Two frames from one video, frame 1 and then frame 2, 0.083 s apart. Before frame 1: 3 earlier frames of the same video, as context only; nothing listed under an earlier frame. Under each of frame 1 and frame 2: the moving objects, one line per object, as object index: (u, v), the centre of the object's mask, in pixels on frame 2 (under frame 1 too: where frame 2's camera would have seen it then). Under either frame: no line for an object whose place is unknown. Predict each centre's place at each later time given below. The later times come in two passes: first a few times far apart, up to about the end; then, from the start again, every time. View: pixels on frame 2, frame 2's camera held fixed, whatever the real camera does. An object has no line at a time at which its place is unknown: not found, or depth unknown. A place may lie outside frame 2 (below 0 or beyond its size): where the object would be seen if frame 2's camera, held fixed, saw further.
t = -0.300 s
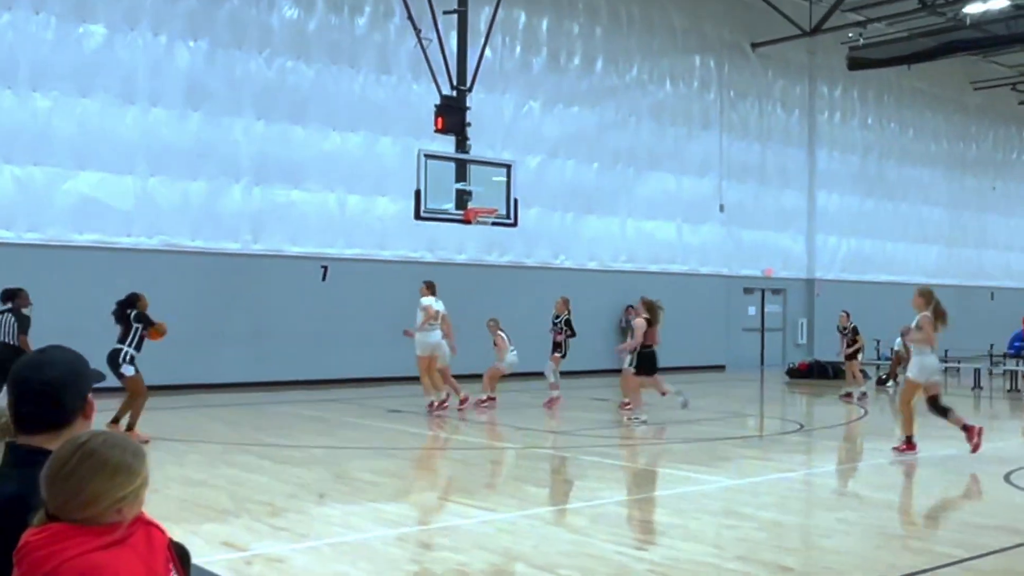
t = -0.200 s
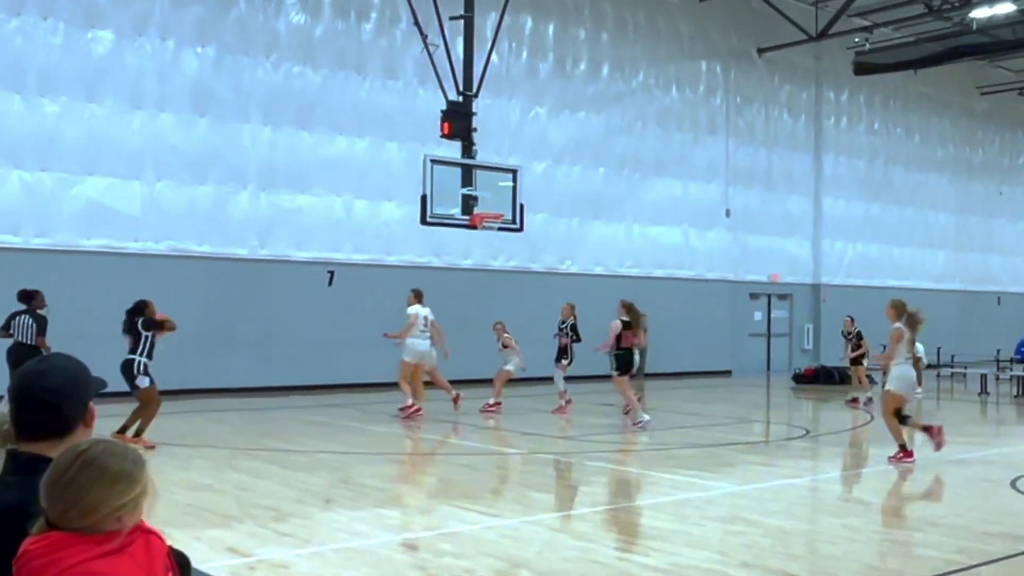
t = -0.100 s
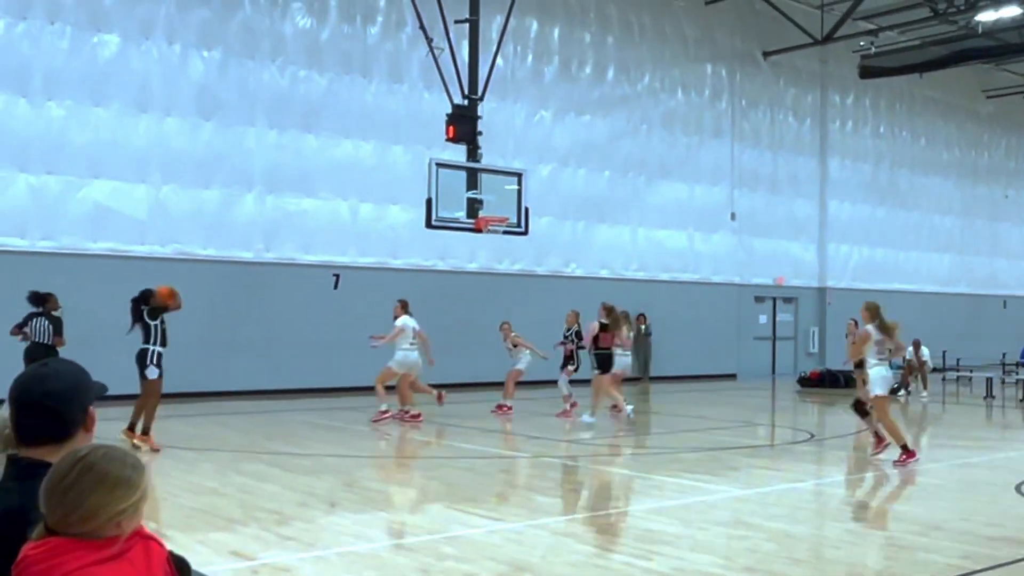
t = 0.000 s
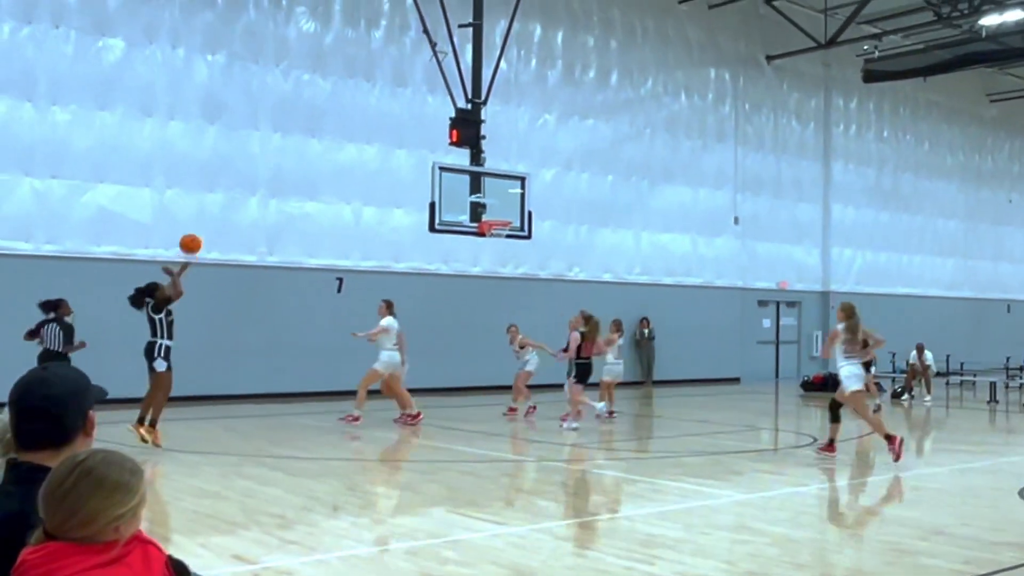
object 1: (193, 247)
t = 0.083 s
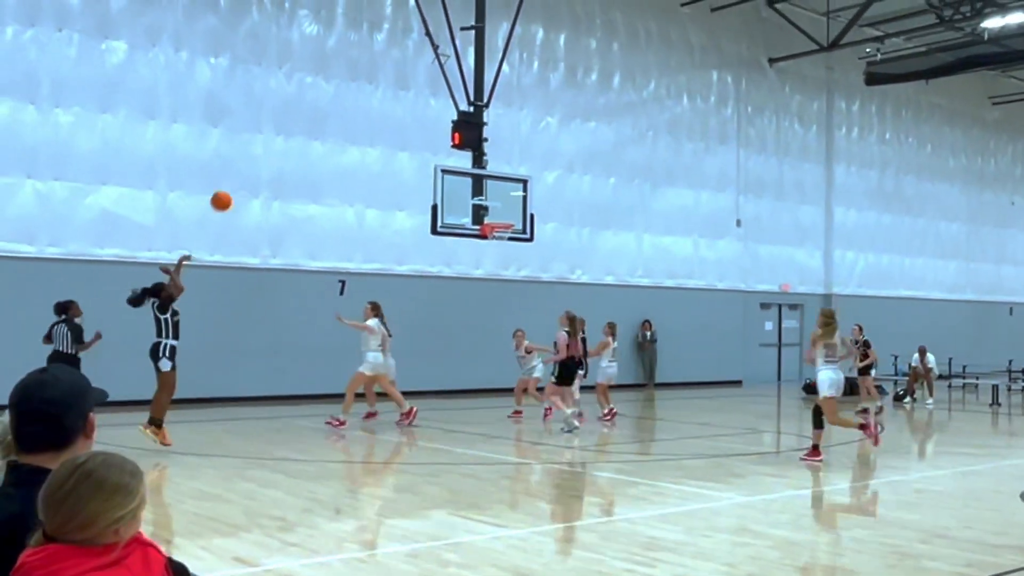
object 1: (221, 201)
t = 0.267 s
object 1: (278, 129)
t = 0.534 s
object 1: (348, 82)
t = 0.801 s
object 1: (406, 89)
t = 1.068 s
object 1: (456, 141)
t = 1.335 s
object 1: (498, 221)
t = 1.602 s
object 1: (487, 233)
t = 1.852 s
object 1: (497, 255)
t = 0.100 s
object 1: (227, 193)
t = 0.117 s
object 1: (232, 185)
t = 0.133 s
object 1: (238, 178)
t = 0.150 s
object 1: (243, 171)
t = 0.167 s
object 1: (248, 164)
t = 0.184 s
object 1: (253, 158)
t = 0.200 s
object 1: (258, 151)
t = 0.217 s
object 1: (263, 145)
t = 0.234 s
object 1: (268, 140)
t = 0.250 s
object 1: (273, 134)
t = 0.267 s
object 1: (278, 129)
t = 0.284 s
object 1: (283, 124)
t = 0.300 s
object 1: (288, 120)
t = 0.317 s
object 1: (292, 116)
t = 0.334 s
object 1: (297, 111)
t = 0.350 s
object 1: (301, 108)
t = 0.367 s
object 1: (306, 104)
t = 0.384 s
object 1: (310, 101)
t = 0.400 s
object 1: (315, 98)
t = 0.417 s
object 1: (319, 95)
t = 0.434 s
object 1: (323, 92)
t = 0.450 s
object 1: (327, 90)
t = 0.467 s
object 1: (332, 87)
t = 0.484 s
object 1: (336, 85)
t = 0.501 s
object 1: (340, 84)
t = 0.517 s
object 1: (344, 82)
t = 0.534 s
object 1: (348, 82)
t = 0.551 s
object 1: (352, 80)
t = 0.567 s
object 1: (356, 80)
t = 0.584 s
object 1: (360, 79)
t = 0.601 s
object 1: (364, 79)
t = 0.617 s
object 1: (367, 78)
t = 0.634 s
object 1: (371, 78)
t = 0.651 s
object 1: (375, 79)
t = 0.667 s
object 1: (378, 79)
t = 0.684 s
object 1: (382, 80)
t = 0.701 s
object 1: (385, 81)
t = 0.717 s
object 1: (389, 81)
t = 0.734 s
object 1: (393, 83)
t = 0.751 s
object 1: (396, 84)
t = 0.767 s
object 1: (400, 85)
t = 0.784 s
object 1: (403, 87)
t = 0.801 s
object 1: (406, 89)
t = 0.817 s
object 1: (410, 90)
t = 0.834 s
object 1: (413, 93)
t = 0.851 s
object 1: (416, 95)
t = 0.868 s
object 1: (420, 98)
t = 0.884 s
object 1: (423, 100)
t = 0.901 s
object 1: (426, 103)
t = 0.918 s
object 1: (429, 106)
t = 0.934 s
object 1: (432, 109)
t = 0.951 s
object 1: (436, 113)
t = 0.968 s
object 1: (438, 116)
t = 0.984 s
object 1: (441, 120)
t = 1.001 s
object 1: (444, 123)
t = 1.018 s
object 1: (447, 127)
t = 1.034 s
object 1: (450, 131)
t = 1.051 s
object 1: (453, 135)
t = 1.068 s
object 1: (456, 141)
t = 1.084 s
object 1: (459, 143)
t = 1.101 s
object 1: (462, 149)
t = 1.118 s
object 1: (465, 154)
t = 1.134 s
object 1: (467, 158)
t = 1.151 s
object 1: (470, 163)
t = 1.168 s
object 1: (472, 169)
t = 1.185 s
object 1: (475, 174)
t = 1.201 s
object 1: (478, 179)
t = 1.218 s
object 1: (481, 184)
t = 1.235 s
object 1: (483, 190)
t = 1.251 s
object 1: (486, 196)
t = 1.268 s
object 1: (489, 202)
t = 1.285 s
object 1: (491, 208)
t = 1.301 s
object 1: (494, 214)
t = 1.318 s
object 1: (496, 218)
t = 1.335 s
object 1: (498, 221)
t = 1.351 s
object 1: (499, 222)
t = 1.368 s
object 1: (501, 223)
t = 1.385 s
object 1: (504, 225)
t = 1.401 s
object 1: (504, 226)
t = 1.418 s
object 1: (503, 227)
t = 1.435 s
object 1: (501, 228)
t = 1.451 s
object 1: (498, 230)
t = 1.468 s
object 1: (496, 229)
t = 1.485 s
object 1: (493, 231)
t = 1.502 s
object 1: (491, 232)
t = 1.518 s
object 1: (488, 233)
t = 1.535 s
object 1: (487, 233)
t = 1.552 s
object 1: (487, 233)
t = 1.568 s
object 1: (486, 234)
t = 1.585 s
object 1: (487, 233)
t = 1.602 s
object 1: (487, 233)
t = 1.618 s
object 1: (488, 233)
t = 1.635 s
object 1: (488, 233)
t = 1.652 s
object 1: (488, 234)
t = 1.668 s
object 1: (489, 234)
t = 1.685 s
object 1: (490, 237)
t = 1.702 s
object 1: (491, 238)
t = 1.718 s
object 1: (492, 241)
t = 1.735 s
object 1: (492, 241)
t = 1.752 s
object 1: (493, 241)
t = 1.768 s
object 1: (493, 245)
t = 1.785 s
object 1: (494, 247)
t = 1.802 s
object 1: (494, 248)
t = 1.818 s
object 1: (495, 250)
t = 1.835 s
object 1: (496, 252)
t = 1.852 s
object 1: (497, 255)
